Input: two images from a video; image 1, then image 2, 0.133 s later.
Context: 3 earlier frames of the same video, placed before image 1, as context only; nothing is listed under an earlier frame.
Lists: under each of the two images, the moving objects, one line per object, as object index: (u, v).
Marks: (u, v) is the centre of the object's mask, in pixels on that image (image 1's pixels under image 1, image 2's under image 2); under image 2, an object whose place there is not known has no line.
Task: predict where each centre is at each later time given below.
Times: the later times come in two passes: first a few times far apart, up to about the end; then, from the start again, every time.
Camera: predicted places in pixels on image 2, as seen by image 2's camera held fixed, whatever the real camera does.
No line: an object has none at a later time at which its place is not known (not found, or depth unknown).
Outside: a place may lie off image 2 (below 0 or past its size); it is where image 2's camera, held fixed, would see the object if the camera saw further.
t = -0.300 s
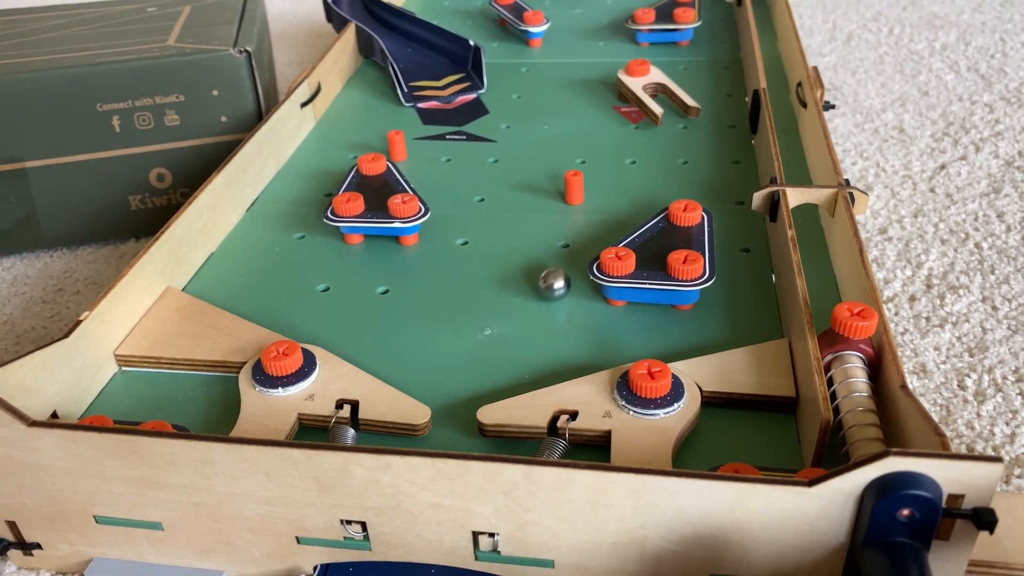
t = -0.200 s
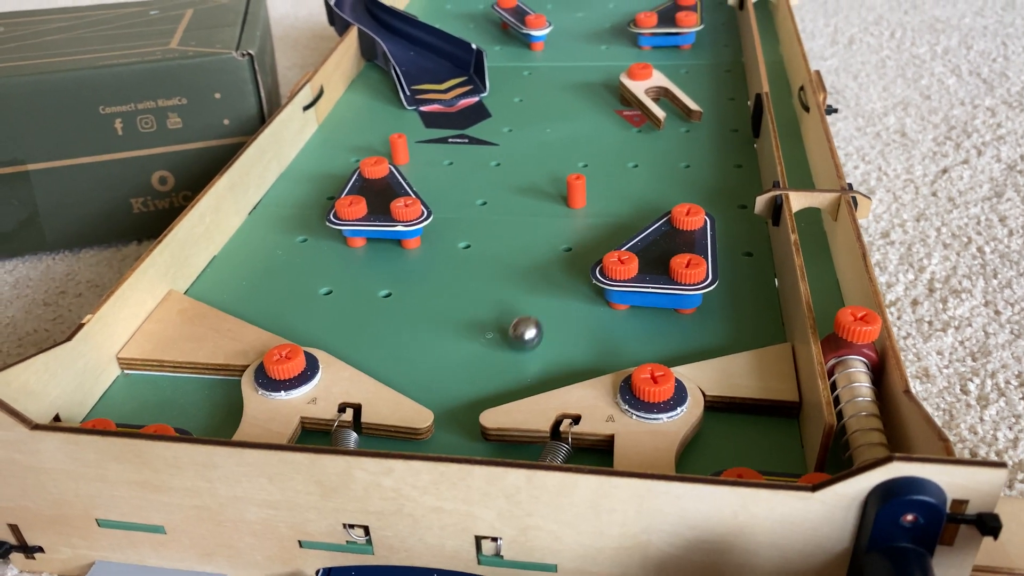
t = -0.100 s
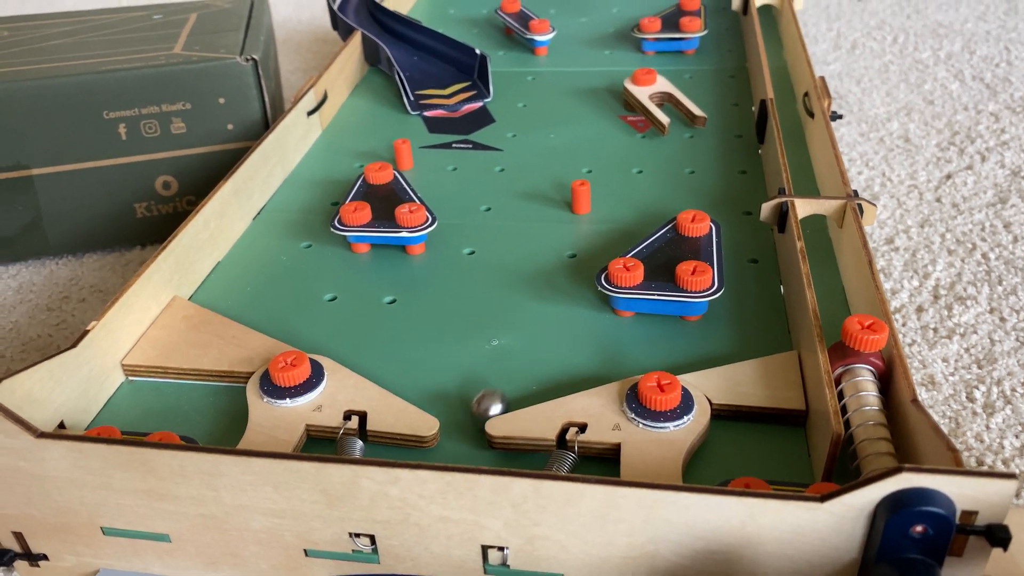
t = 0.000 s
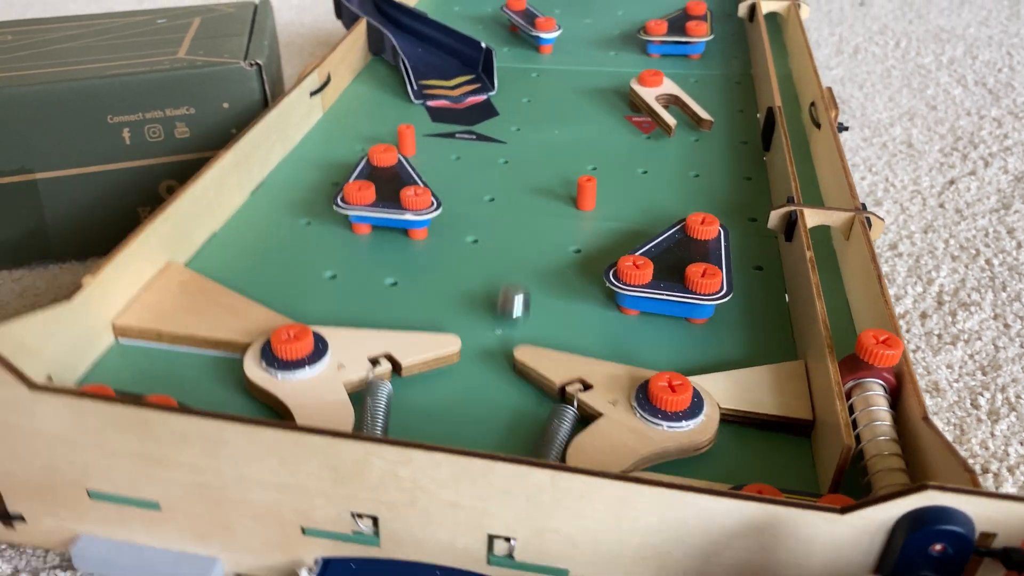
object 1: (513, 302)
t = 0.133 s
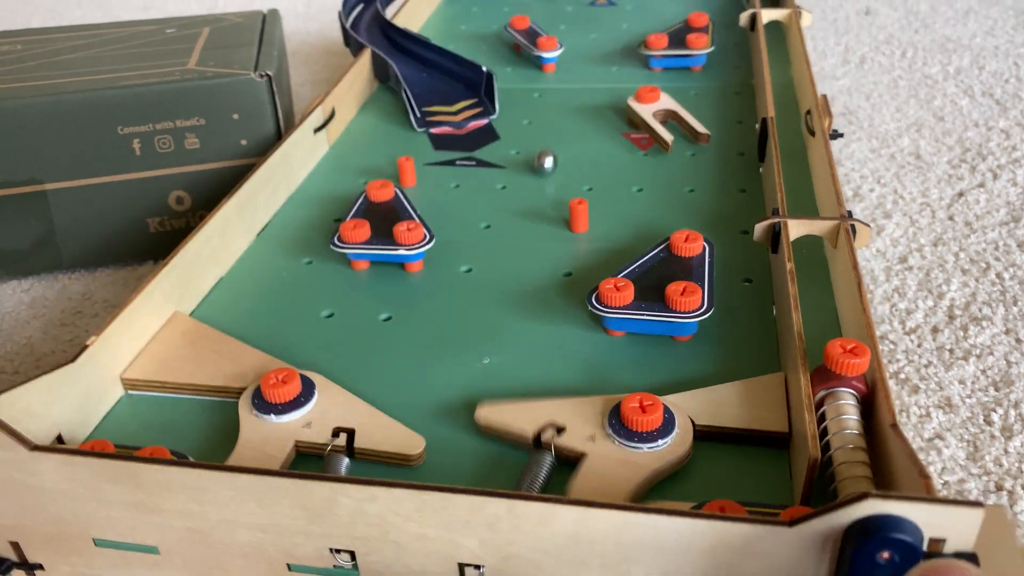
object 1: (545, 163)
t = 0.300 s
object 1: (551, 66)
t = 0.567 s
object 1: (579, 82)
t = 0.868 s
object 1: (580, 158)
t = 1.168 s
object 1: (464, 202)
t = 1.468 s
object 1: (499, 219)
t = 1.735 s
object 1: (565, 293)
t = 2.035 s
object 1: (556, 402)
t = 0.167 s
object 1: (545, 137)
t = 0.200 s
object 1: (547, 118)
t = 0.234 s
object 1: (549, 99)
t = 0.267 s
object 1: (551, 82)
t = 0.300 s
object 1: (551, 66)
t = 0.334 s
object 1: (556, 69)
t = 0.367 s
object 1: (562, 70)
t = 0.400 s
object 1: (565, 70)
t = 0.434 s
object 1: (568, 71)
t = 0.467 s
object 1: (571, 73)
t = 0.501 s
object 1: (575, 75)
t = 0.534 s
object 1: (577, 79)
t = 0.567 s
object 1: (579, 82)
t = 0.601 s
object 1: (580, 87)
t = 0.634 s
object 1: (582, 92)
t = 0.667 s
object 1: (583, 99)
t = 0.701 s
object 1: (584, 105)
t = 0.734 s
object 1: (584, 113)
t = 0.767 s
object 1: (583, 123)
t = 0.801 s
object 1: (583, 133)
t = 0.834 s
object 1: (581, 145)
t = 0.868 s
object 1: (580, 158)
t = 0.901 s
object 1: (577, 172)
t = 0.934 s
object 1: (575, 187)
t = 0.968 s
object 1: (567, 199)
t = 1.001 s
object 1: (550, 197)
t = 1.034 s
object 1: (532, 194)
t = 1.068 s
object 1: (515, 194)
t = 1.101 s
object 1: (498, 196)
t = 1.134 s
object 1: (481, 198)
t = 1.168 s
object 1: (464, 202)
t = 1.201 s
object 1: (445, 206)
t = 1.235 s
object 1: (428, 211)
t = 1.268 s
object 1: (424, 211)
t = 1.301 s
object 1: (437, 212)
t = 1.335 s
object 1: (452, 211)
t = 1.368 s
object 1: (465, 211)
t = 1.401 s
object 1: (478, 212)
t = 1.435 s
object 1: (489, 214)
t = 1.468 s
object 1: (499, 219)
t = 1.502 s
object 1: (509, 225)
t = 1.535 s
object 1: (518, 231)
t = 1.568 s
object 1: (527, 238)
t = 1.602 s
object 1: (536, 247)
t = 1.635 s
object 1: (543, 257)
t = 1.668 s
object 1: (551, 267)
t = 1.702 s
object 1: (559, 280)
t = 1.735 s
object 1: (565, 293)
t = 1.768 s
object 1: (572, 310)
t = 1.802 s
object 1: (578, 328)
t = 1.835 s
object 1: (586, 348)
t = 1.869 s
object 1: (592, 372)
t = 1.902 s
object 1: (595, 391)
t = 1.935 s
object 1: (587, 393)
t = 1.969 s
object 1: (578, 396)
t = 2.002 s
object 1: (567, 399)
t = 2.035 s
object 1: (556, 402)
